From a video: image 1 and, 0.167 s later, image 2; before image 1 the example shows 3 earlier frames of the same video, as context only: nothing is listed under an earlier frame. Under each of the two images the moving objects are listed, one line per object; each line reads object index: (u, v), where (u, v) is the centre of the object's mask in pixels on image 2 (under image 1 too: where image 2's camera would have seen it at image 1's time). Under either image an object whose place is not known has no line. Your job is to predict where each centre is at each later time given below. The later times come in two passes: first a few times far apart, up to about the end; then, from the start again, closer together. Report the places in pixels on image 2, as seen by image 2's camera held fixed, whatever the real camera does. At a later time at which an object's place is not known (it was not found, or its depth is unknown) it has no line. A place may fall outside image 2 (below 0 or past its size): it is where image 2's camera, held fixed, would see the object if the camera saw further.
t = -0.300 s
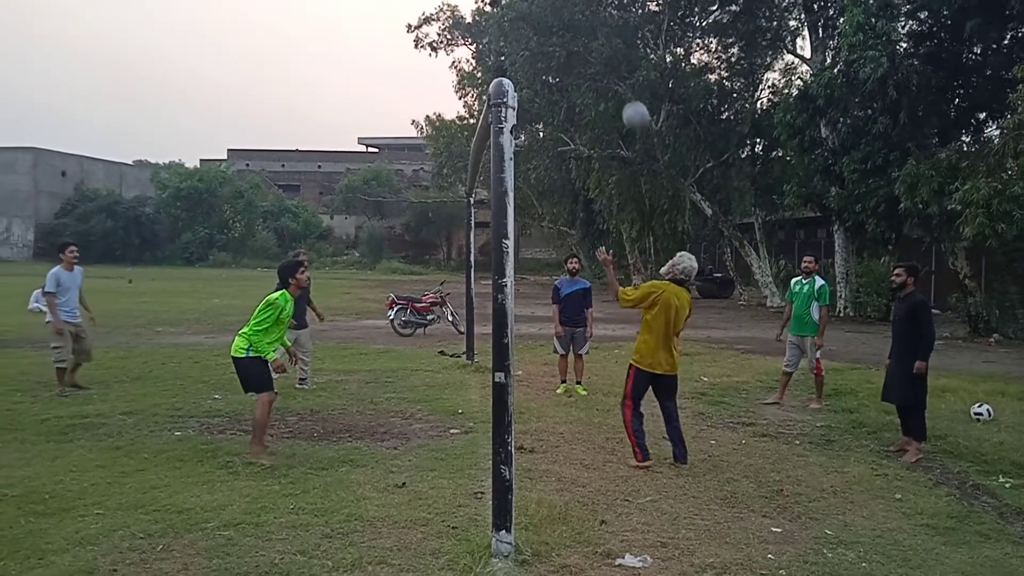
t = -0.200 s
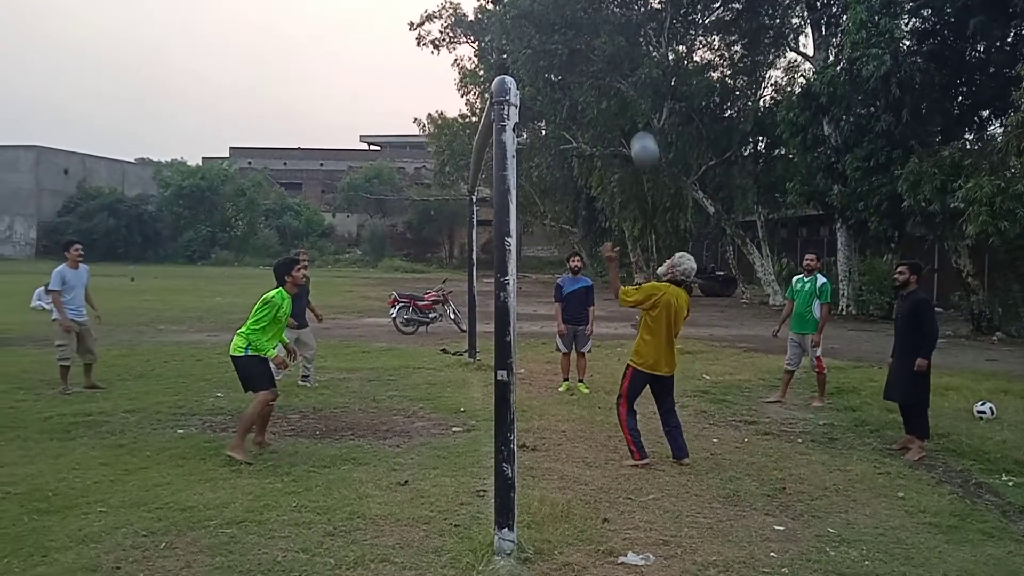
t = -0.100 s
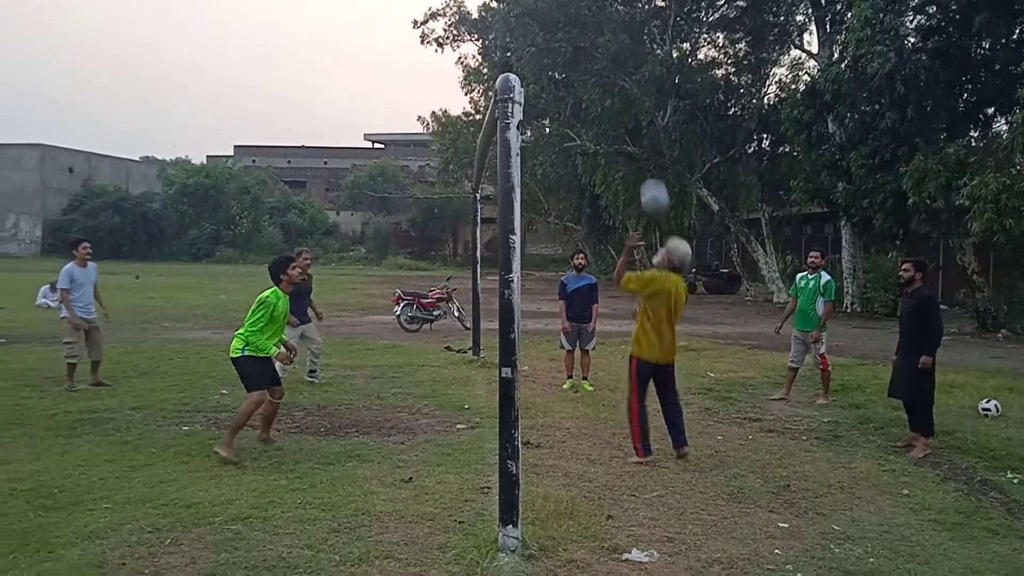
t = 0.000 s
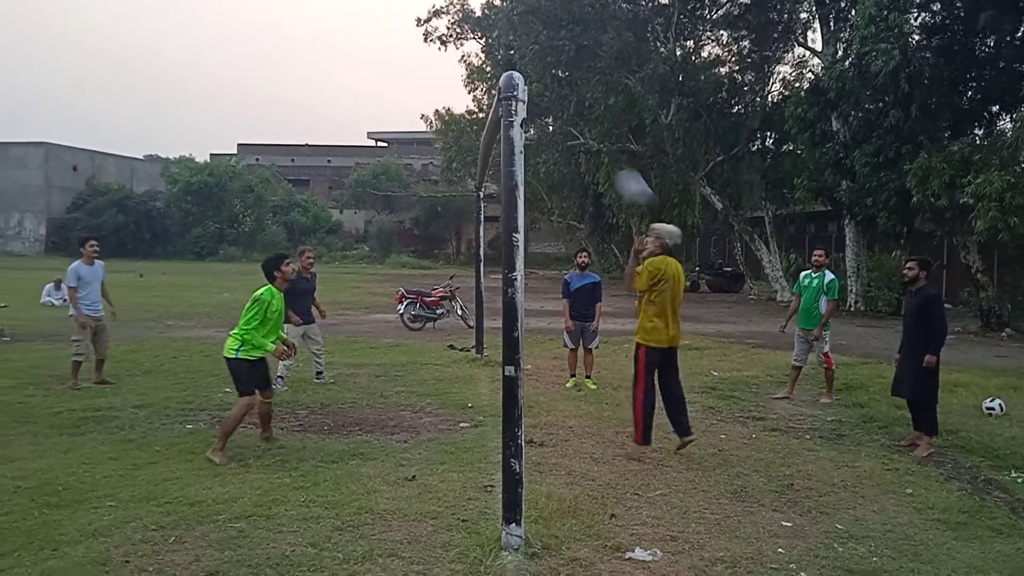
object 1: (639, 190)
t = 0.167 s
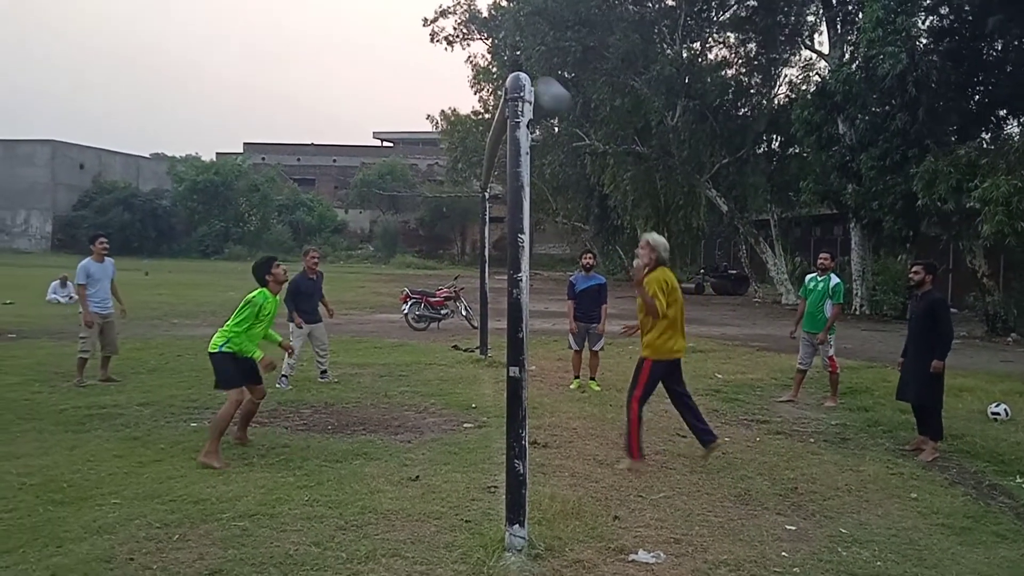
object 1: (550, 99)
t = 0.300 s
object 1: (481, 41)
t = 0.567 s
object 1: (328, 2)
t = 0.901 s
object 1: (133, 87)
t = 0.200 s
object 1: (538, 81)
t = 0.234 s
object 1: (515, 63)
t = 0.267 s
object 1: (502, 56)
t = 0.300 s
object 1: (481, 41)
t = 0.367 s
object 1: (442, 22)
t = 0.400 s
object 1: (424, 17)
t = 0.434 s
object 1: (405, 11)
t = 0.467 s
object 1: (385, 7)
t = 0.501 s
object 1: (366, 4)
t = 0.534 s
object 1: (347, 3)
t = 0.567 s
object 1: (328, 2)
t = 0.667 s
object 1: (268, 12)
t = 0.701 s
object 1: (249, 18)
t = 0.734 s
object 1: (230, 25)
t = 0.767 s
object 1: (211, 34)
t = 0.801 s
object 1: (192, 46)
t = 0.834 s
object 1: (173, 58)
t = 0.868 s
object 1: (151, 72)
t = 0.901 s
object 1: (133, 87)
